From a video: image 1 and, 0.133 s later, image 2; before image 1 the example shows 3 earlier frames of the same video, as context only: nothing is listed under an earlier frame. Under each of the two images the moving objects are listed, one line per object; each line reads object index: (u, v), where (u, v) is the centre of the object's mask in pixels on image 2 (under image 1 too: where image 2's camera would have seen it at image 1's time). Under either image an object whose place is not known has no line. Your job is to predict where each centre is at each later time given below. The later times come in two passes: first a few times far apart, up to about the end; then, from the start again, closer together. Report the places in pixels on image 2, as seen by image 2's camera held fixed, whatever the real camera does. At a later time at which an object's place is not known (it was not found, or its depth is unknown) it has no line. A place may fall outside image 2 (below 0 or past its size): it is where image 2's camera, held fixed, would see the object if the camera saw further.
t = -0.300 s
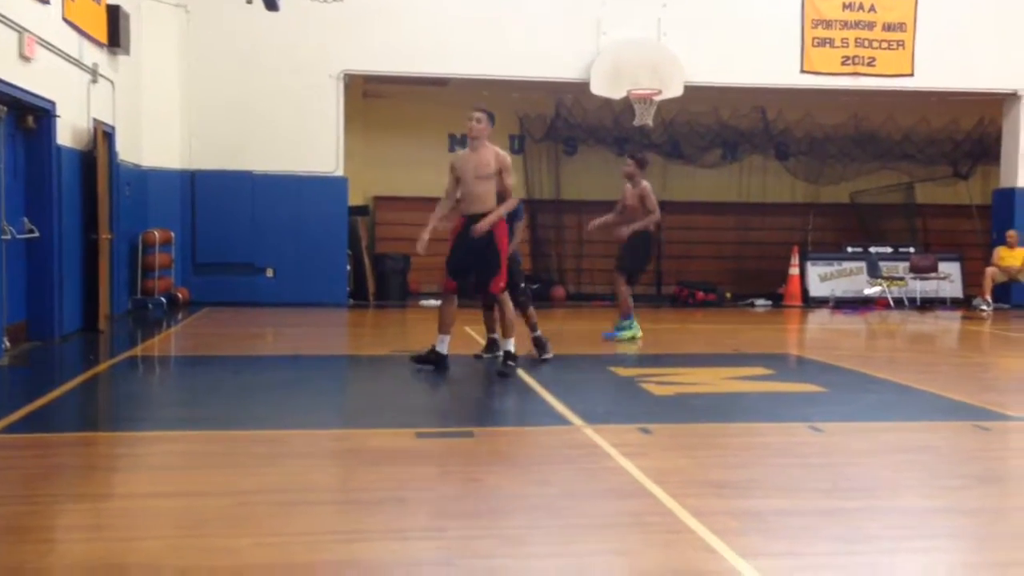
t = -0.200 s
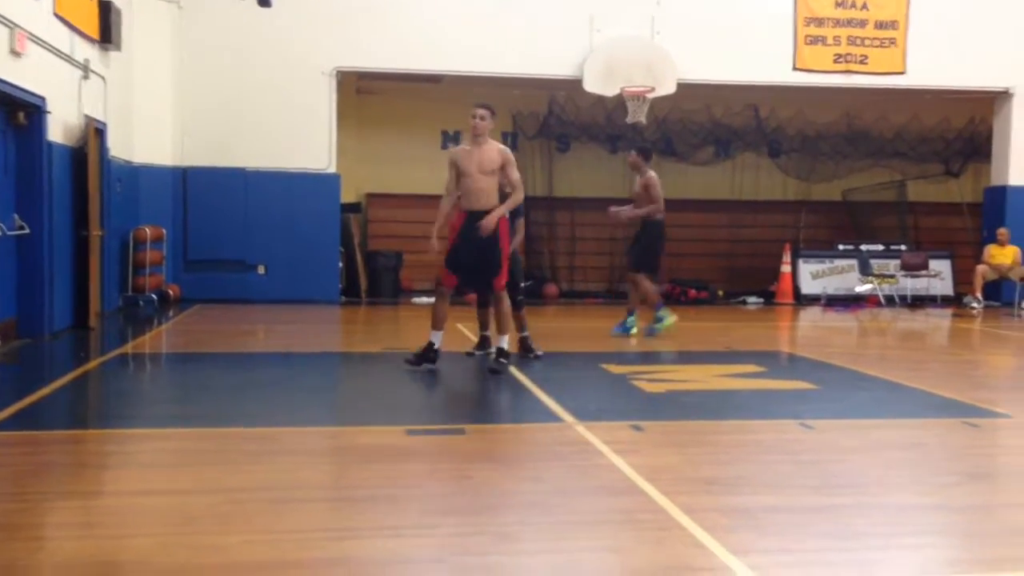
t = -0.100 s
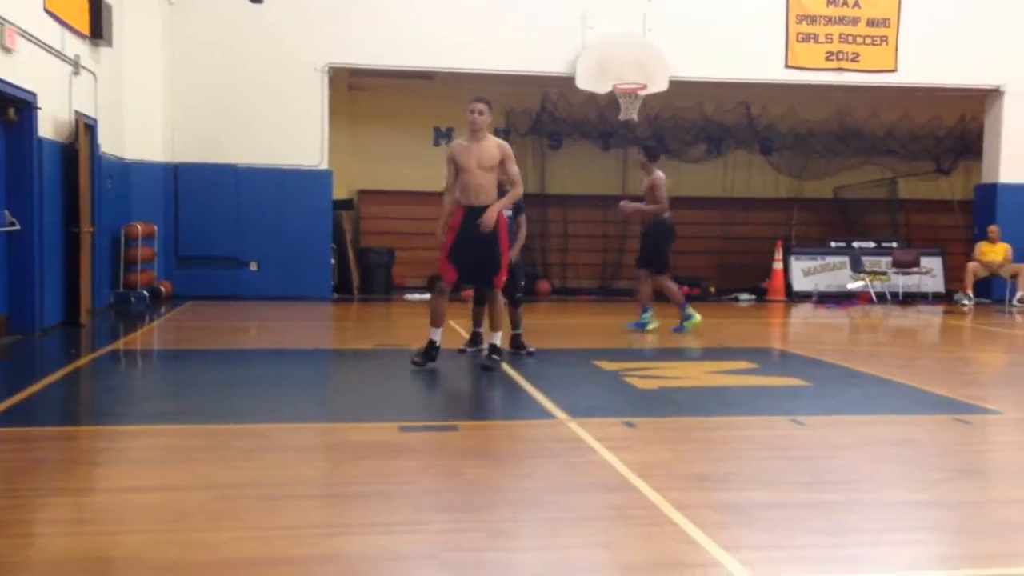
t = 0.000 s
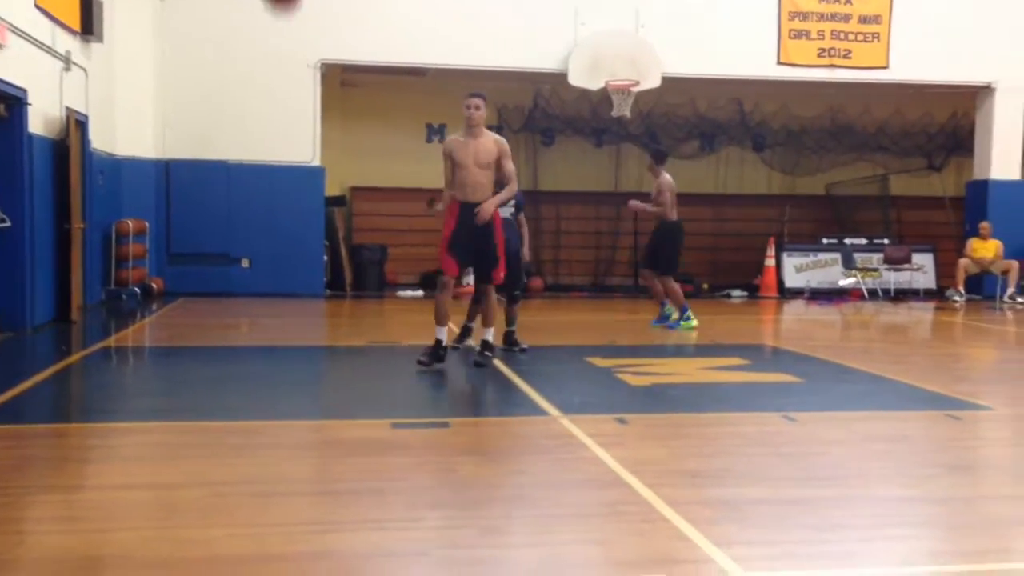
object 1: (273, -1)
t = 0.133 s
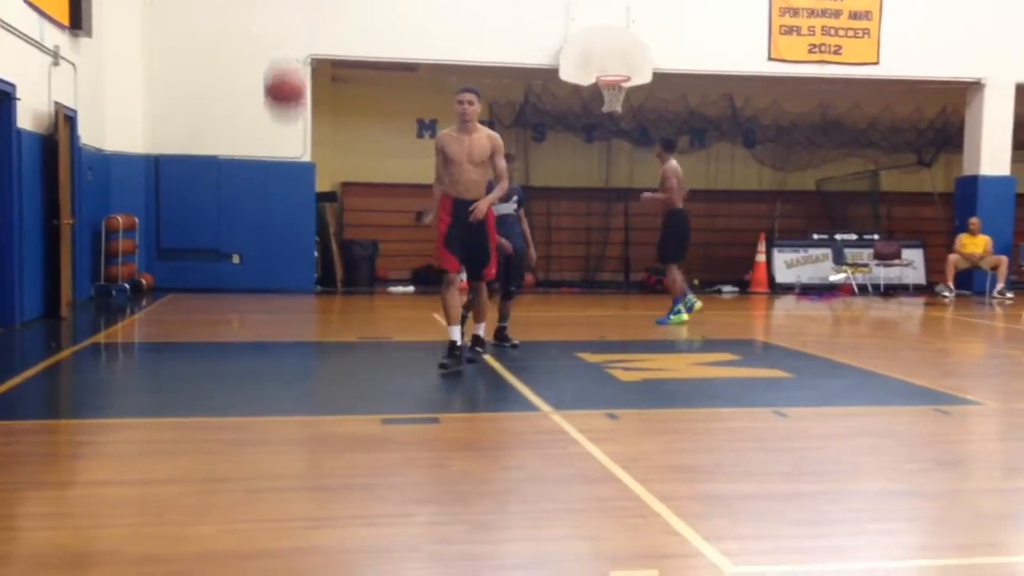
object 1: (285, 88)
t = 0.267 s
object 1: (299, 228)
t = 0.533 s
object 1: (328, 256)
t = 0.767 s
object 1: (358, 104)
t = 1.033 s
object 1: (395, 37)
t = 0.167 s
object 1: (288, 119)
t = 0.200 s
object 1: (291, 154)
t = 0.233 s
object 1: (296, 191)
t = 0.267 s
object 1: (299, 228)
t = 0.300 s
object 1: (301, 269)
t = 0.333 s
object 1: (302, 315)
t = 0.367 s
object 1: (308, 367)
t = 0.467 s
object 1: (317, 313)
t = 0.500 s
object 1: (323, 285)
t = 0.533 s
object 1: (328, 256)
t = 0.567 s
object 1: (332, 228)
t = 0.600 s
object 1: (337, 206)
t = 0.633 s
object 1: (340, 183)
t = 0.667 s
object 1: (343, 161)
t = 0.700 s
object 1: (350, 138)
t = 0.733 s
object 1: (352, 119)
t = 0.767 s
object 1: (358, 104)
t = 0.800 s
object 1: (362, 87)
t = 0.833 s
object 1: (366, 76)
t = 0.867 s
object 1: (370, 64)
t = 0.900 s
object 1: (375, 55)
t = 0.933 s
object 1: (380, 48)
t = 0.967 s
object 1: (385, 42)
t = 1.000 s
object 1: (390, 39)
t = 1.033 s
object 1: (395, 37)
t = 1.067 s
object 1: (400, 40)
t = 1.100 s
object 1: (406, 43)
